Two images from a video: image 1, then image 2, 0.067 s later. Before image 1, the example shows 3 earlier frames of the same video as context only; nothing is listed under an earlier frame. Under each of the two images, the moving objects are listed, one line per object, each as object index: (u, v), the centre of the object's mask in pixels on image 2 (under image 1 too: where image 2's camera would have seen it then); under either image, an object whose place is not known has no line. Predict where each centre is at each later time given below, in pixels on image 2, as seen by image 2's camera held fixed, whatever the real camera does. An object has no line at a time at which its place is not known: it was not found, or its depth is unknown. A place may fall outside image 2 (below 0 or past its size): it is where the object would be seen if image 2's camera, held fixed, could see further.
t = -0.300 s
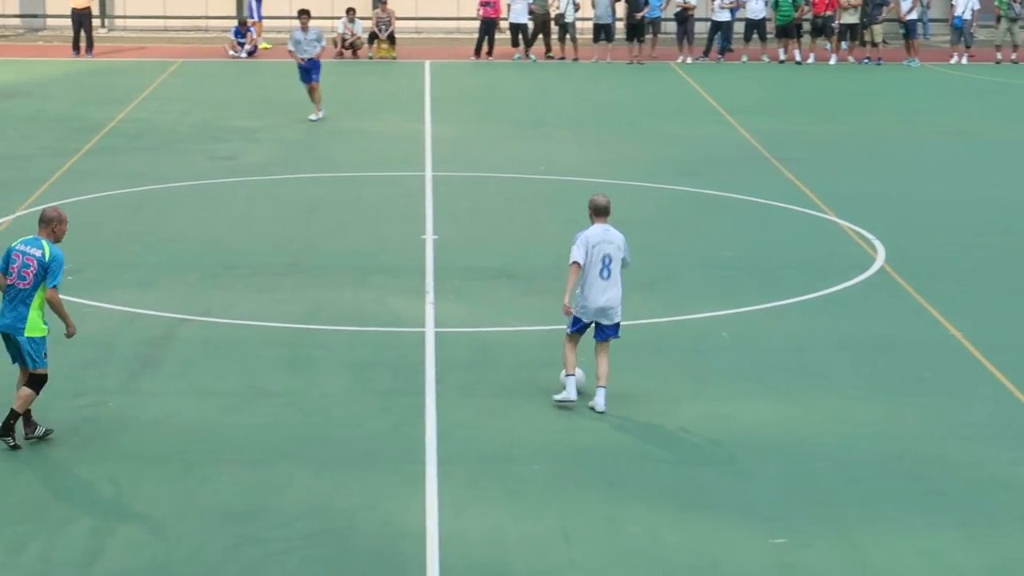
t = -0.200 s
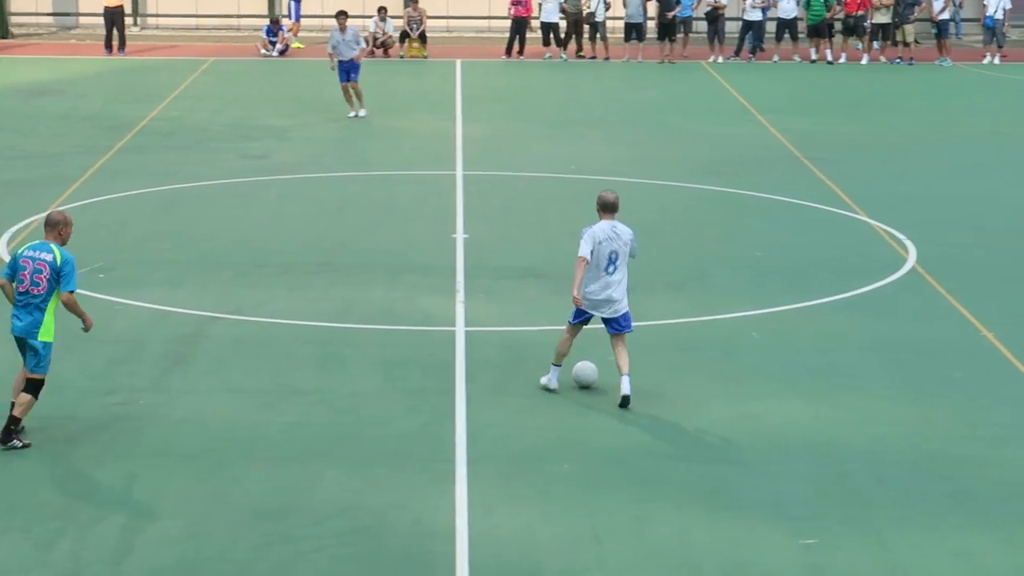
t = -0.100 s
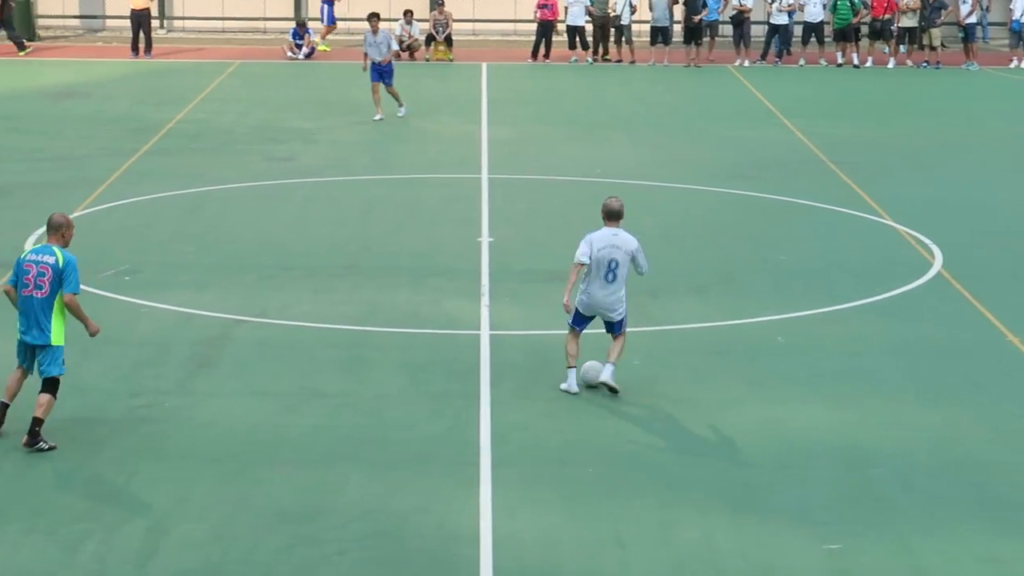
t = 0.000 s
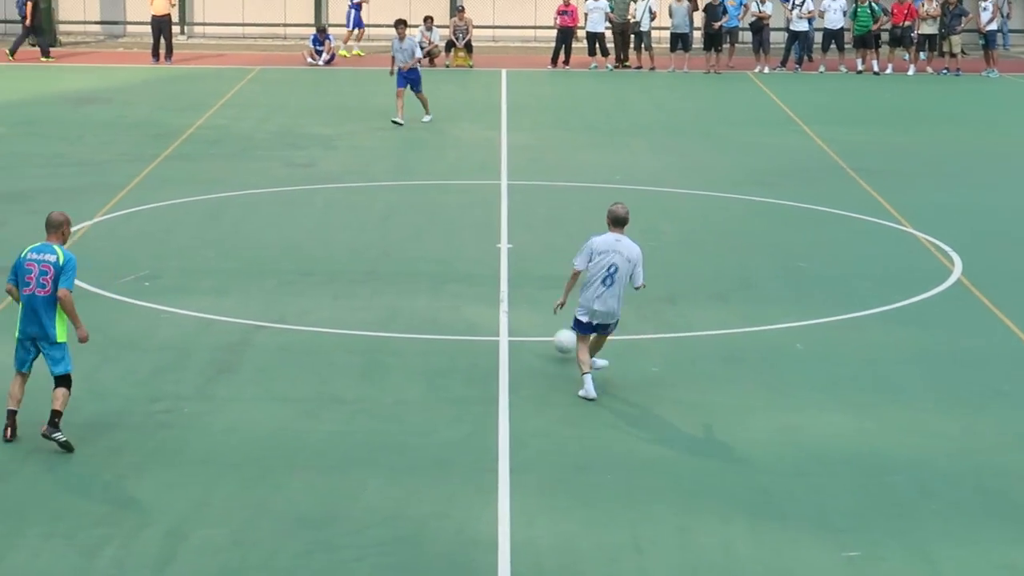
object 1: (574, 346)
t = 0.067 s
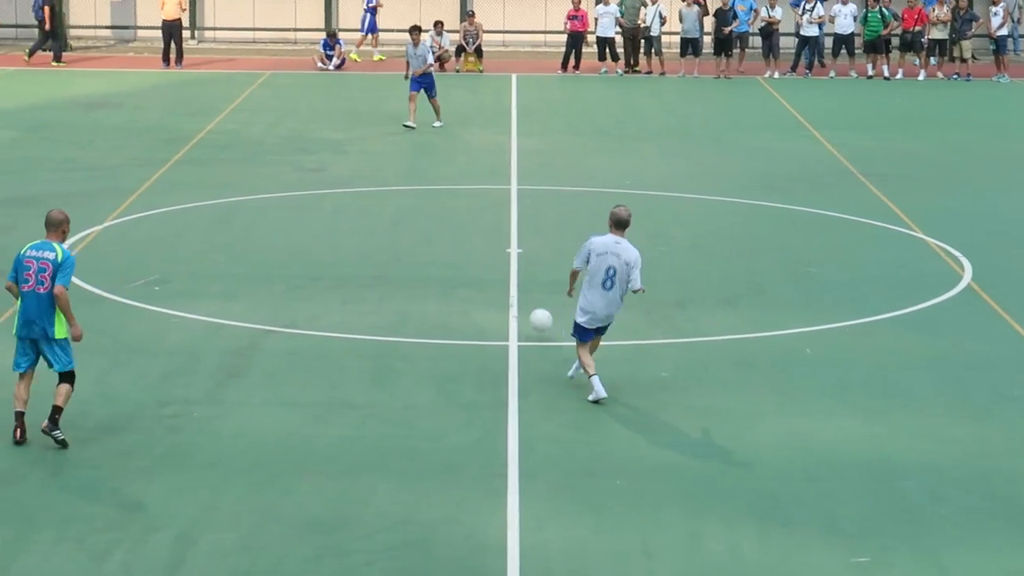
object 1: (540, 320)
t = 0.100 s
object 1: (526, 309)
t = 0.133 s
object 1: (511, 300)
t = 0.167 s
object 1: (498, 293)
